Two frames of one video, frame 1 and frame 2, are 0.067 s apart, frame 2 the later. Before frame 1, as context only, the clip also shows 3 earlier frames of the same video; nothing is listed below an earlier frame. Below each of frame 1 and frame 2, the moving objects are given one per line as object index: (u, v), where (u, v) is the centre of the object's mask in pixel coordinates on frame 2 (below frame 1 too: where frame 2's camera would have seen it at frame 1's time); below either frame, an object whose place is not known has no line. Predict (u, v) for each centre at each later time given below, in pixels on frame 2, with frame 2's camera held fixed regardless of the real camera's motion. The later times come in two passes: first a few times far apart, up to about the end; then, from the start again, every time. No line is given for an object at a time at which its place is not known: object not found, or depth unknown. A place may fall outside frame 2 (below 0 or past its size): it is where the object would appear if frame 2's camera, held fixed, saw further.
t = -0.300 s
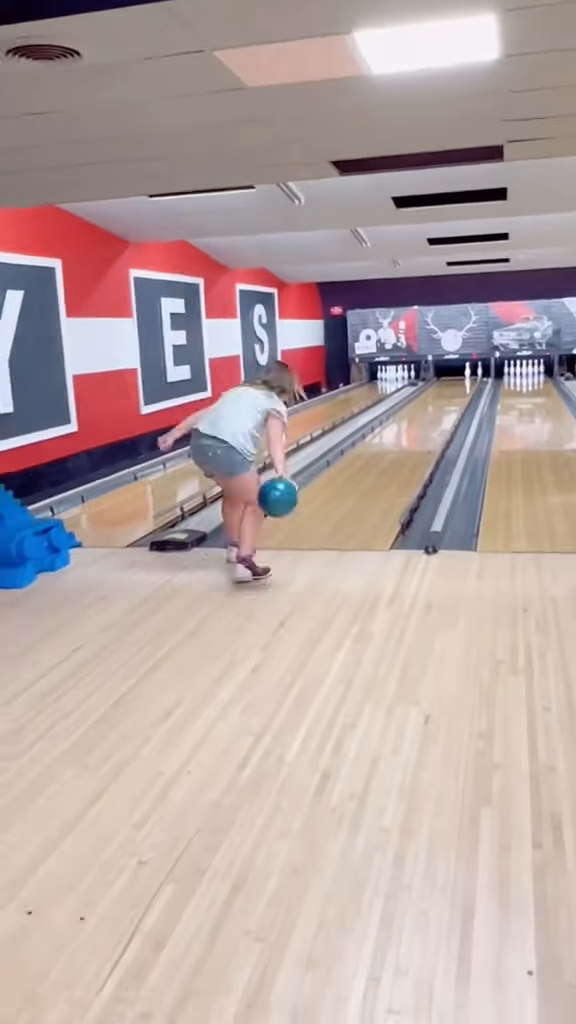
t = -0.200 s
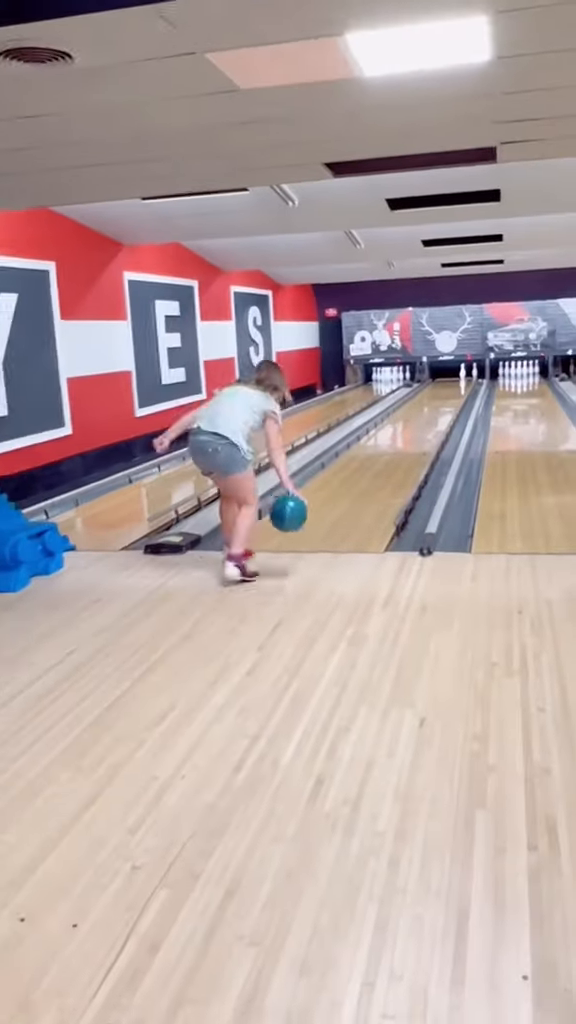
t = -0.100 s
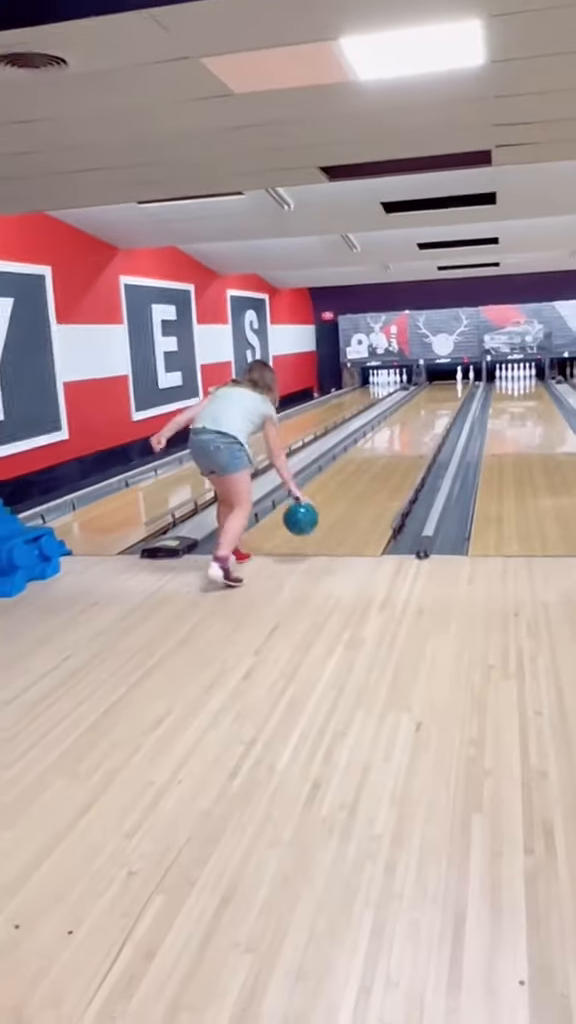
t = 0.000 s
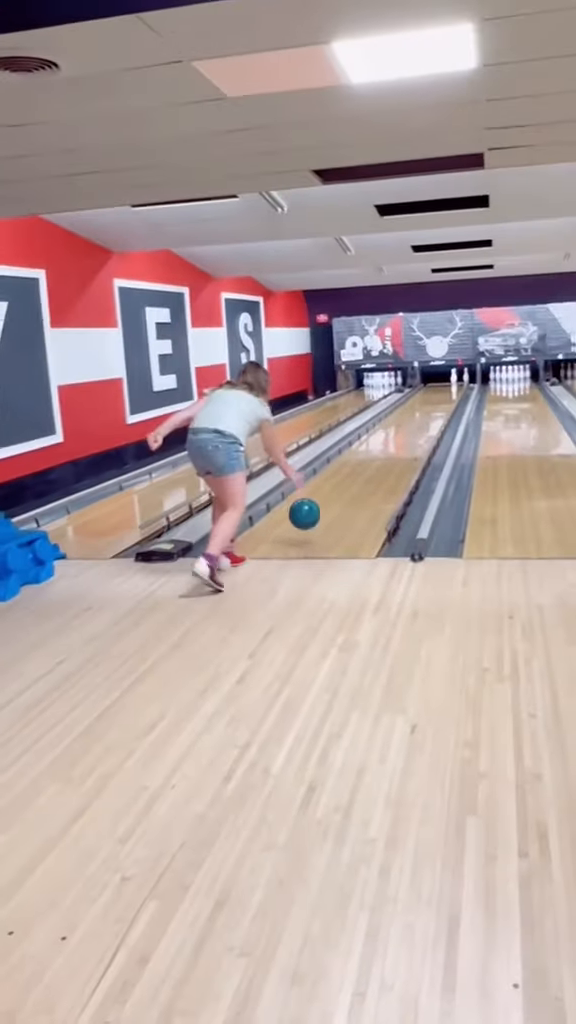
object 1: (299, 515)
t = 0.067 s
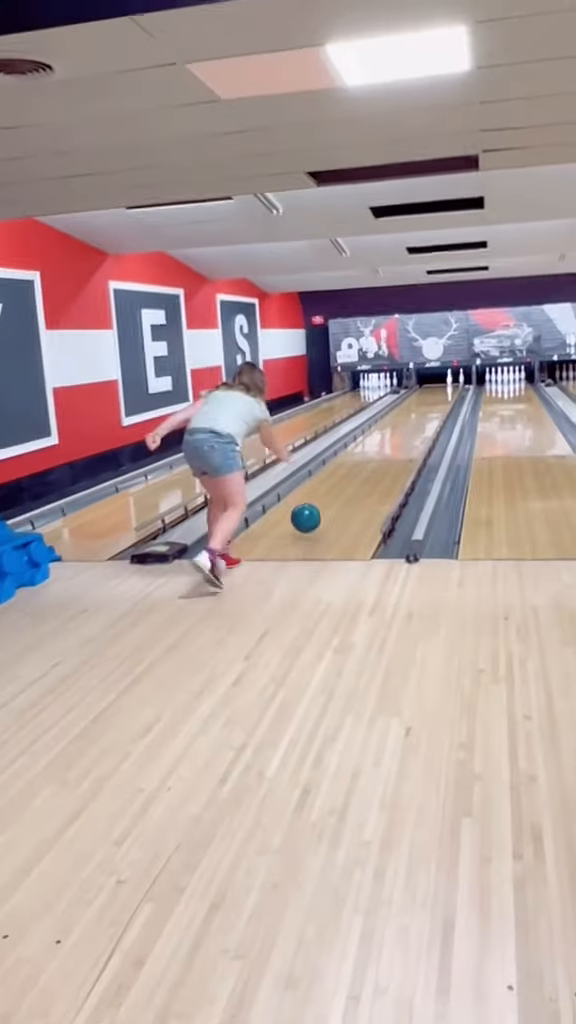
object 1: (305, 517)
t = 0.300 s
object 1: (319, 496)
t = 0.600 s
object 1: (332, 471)
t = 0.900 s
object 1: (341, 453)
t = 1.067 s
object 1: (346, 444)
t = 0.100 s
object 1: (308, 519)
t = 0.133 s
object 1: (310, 511)
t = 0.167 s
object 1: (312, 506)
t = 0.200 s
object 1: (314, 502)
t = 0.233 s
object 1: (316, 500)
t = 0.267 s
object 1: (317, 500)
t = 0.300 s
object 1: (319, 496)
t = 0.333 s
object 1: (321, 493)
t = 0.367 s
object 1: (323, 490)
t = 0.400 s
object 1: (324, 487)
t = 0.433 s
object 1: (325, 484)
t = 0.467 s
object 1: (327, 481)
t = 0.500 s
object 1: (328, 478)
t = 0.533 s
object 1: (330, 475)
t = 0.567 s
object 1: (331, 473)
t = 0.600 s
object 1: (332, 471)
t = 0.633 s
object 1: (333, 469)
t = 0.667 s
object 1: (334, 466)
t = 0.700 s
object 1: (335, 464)
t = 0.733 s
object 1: (336, 462)
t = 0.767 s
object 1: (337, 460)
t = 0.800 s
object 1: (338, 458)
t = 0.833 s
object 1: (339, 456)
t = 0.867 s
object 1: (340, 454)
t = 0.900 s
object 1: (341, 453)
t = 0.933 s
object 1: (342, 451)
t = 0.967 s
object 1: (342, 449)
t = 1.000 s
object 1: (343, 447)
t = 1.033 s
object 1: (344, 446)
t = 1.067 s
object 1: (346, 444)
